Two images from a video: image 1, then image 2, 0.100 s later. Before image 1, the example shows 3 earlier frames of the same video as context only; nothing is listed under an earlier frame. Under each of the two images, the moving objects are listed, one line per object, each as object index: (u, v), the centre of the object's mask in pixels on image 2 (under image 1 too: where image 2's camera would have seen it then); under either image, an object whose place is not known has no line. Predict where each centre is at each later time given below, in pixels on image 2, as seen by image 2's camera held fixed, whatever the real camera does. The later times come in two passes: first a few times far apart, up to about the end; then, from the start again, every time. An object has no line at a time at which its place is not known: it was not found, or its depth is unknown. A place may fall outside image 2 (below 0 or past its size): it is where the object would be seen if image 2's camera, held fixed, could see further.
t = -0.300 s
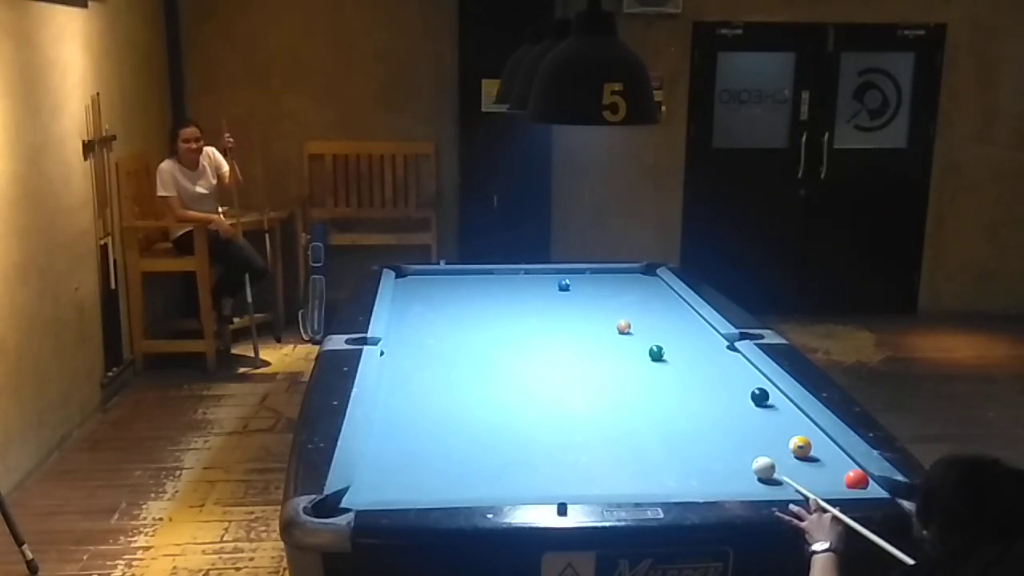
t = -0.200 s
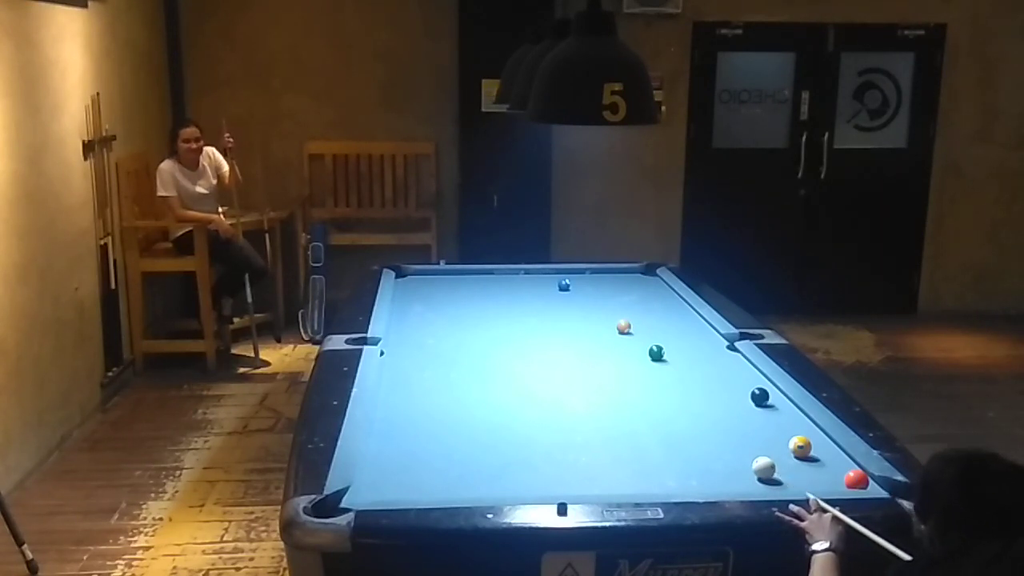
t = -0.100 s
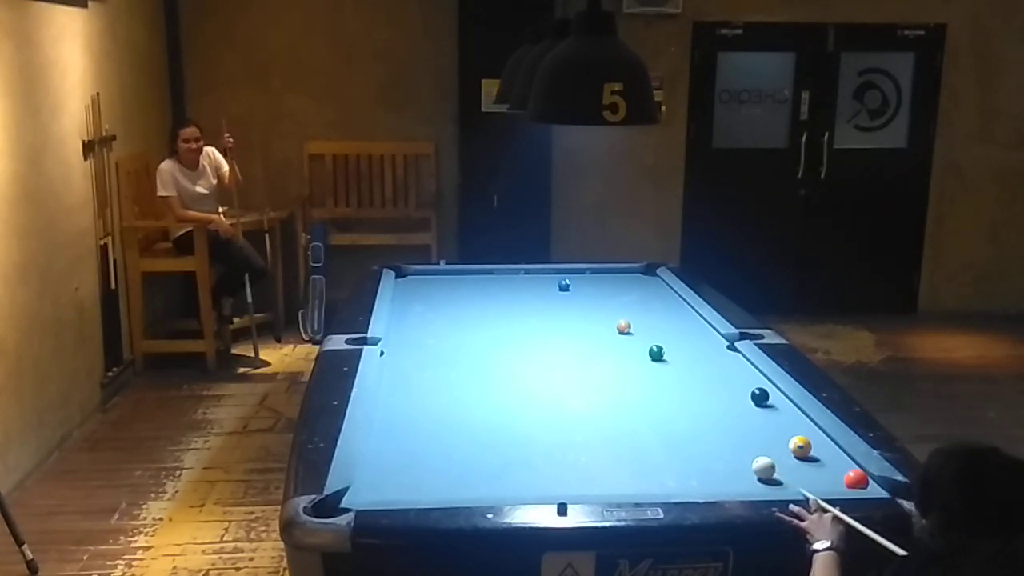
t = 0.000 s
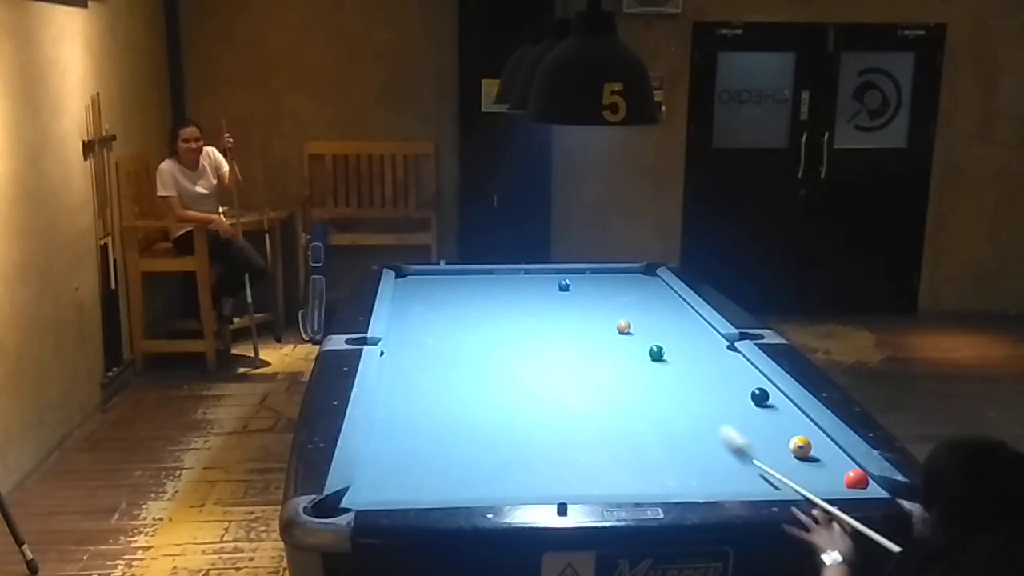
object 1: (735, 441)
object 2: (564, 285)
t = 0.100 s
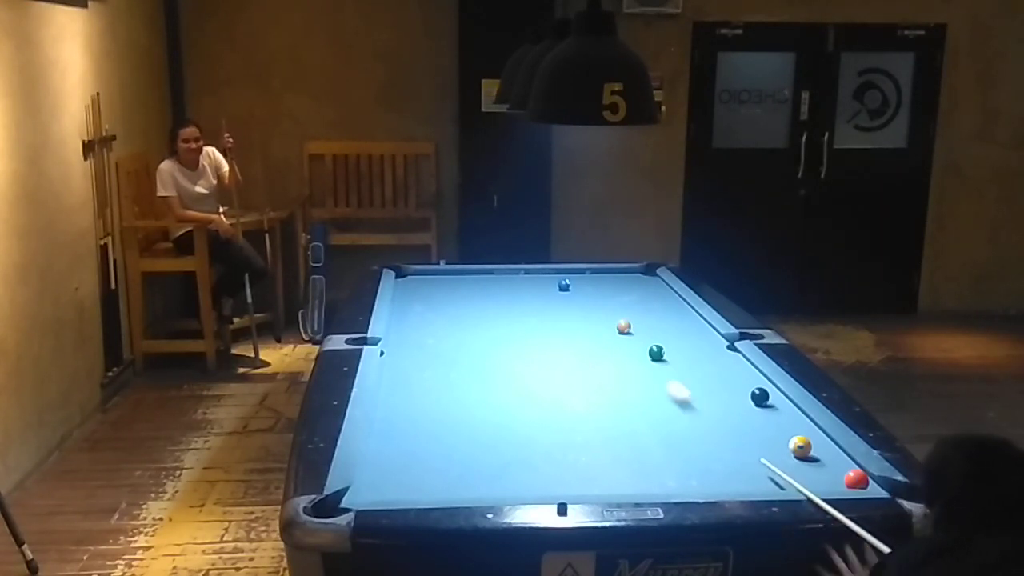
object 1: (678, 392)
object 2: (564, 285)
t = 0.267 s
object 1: (618, 341)
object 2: (564, 285)
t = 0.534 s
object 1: (556, 288)
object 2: (565, 284)
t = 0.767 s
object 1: (508, 279)
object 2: (589, 283)
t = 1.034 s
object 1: (474, 304)
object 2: (617, 279)
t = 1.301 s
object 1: (433, 333)
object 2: (642, 275)
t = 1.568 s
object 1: (388, 371)
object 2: (644, 273)
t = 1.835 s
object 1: (414, 406)
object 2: (630, 272)
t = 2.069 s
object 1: (441, 442)
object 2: (622, 272)
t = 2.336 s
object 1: (479, 490)
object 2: (616, 272)
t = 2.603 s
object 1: (538, 464)
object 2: (611, 272)
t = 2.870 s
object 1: (587, 436)
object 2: (608, 273)
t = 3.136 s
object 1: (628, 411)
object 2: (605, 273)
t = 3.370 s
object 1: (659, 394)
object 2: (604, 274)
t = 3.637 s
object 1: (689, 376)
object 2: (604, 273)
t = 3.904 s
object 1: (715, 361)
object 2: (604, 273)
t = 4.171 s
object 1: (722, 349)
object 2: (605, 273)
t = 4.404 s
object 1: (697, 342)
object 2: (605, 273)
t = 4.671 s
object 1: (671, 335)
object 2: (605, 273)
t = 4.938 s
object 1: (647, 329)
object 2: (605, 273)
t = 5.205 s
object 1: (634, 324)
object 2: (605, 273)
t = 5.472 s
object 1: (629, 320)
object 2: (605, 273)
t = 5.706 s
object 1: (625, 317)
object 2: (604, 273)
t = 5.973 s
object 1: (620, 313)
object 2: (605, 273)
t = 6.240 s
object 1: (617, 310)
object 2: (604, 272)
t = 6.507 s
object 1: (613, 308)
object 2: (604, 272)
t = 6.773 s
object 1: (611, 306)
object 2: (605, 272)
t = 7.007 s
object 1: (609, 304)
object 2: (604, 272)
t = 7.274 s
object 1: (607, 303)
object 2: (605, 272)
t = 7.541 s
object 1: (606, 302)
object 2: (604, 272)
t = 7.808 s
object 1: (605, 301)
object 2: (604, 272)
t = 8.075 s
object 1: (605, 301)
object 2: (604, 272)
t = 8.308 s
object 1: (605, 301)
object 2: (604, 272)
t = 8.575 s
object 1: (605, 301)
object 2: (605, 272)
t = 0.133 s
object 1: (664, 380)
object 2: (564, 285)
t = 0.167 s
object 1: (651, 369)
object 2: (564, 285)
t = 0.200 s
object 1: (638, 358)
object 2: (564, 285)
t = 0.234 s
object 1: (627, 348)
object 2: (564, 285)
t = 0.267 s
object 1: (618, 341)
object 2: (564, 285)
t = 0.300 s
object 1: (608, 332)
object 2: (564, 285)
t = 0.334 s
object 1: (599, 325)
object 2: (564, 285)
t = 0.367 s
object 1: (591, 318)
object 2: (564, 285)
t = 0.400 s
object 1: (584, 312)
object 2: (564, 285)
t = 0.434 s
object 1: (576, 305)
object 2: (564, 285)
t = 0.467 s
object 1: (569, 299)
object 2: (564, 285)
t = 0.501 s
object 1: (562, 293)
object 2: (565, 284)
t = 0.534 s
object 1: (556, 288)
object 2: (565, 284)
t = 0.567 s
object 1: (547, 283)
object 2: (567, 285)
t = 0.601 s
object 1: (537, 278)
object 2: (571, 284)
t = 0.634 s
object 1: (527, 274)
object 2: (575, 284)
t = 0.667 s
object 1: (519, 271)
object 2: (579, 284)
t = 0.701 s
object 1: (516, 273)
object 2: (582, 283)
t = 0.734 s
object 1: (512, 276)
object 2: (586, 283)
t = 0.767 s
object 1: (508, 279)
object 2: (589, 283)
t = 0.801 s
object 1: (504, 282)
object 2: (593, 282)
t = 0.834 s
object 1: (500, 285)
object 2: (597, 281)
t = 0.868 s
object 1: (496, 288)
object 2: (600, 280)
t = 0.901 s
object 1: (492, 291)
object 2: (603, 281)
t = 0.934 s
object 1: (488, 294)
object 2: (607, 280)
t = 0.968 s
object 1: (483, 297)
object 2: (610, 279)
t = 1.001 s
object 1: (479, 300)
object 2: (613, 279)
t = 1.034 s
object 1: (474, 304)
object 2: (617, 279)
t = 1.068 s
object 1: (469, 307)
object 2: (620, 278)
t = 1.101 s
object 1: (465, 310)
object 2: (623, 278)
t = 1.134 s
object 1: (460, 314)
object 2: (627, 277)
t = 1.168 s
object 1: (455, 318)
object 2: (630, 277)
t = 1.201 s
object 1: (449, 321)
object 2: (633, 276)
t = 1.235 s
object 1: (444, 325)
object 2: (636, 276)
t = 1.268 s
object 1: (438, 329)
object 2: (639, 275)
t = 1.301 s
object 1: (433, 333)
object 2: (642, 275)
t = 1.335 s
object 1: (427, 338)
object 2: (645, 275)
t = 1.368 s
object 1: (421, 342)
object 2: (647, 275)
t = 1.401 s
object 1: (414, 347)
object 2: (650, 274)
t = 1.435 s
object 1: (408, 351)
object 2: (650, 274)
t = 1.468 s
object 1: (401, 356)
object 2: (649, 273)
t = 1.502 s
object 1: (394, 361)
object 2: (647, 274)
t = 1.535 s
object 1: (387, 366)
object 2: (646, 273)
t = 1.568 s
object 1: (388, 371)
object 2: (644, 273)
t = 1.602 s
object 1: (392, 375)
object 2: (642, 273)
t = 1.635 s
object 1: (394, 379)
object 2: (640, 273)
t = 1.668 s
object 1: (398, 383)
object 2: (638, 273)
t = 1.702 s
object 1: (401, 388)
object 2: (636, 273)
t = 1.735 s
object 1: (404, 392)
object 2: (634, 273)
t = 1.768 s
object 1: (407, 396)
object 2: (633, 272)
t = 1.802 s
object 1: (411, 401)
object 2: (632, 272)
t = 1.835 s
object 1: (414, 406)
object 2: (630, 272)
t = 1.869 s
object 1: (418, 411)
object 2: (628, 272)
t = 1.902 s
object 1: (421, 415)
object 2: (627, 272)
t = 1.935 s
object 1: (425, 421)
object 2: (625, 272)
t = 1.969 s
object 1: (429, 426)
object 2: (624, 272)
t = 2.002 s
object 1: (433, 431)
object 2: (623, 272)
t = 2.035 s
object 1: (437, 437)
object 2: (622, 273)
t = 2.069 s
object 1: (441, 442)
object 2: (622, 272)
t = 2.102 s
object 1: (446, 449)
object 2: (621, 272)
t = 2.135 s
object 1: (450, 455)
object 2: (621, 272)
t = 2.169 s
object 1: (454, 461)
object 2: (620, 272)
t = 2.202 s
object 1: (459, 467)
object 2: (619, 271)
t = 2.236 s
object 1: (464, 474)
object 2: (618, 272)
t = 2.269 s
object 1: (469, 480)
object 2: (618, 271)
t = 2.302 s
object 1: (474, 486)
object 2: (617, 272)
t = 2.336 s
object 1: (479, 490)
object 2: (616, 272)
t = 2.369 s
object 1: (488, 490)
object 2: (615, 272)
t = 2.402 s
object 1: (495, 487)
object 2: (615, 272)
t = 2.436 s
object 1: (503, 484)
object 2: (614, 272)
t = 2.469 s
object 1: (510, 481)
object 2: (614, 272)
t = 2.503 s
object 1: (517, 476)
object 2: (613, 272)
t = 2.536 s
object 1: (524, 472)
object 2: (612, 272)
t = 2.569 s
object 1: (531, 468)
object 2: (611, 272)
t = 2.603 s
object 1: (538, 464)
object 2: (611, 272)
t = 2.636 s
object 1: (545, 460)
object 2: (610, 272)
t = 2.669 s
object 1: (551, 457)
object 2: (610, 272)
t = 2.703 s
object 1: (557, 453)
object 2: (609, 273)
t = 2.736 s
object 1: (564, 449)
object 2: (609, 272)
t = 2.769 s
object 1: (570, 446)
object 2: (608, 273)
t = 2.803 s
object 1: (575, 442)
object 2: (608, 273)
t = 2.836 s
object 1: (581, 439)
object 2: (608, 273)
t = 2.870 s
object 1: (587, 436)
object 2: (608, 273)
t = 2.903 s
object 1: (593, 432)
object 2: (607, 273)
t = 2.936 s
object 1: (598, 429)
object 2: (606, 273)
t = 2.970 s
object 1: (603, 426)
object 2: (606, 273)
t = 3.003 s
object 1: (608, 423)
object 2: (606, 273)
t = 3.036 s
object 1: (613, 421)
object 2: (606, 273)
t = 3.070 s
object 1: (618, 418)
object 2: (606, 273)
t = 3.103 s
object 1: (623, 415)
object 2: (605, 273)
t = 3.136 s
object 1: (628, 411)
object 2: (605, 273)
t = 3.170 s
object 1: (633, 409)
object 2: (605, 273)
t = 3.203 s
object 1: (637, 406)
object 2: (605, 274)
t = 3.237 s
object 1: (642, 403)
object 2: (605, 273)
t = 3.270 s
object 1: (646, 401)
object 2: (605, 274)
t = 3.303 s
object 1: (650, 398)
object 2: (605, 274)
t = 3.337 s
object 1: (654, 396)
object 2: (604, 274)
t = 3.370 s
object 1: (659, 394)
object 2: (604, 274)
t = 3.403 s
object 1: (663, 391)
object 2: (604, 273)
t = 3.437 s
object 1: (667, 389)
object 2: (604, 273)
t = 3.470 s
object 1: (670, 387)
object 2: (604, 273)
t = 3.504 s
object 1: (674, 385)
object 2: (604, 273)
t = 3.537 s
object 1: (678, 382)
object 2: (604, 273)
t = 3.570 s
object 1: (682, 380)
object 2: (604, 274)
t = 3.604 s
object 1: (685, 378)
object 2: (604, 273)
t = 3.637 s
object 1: (689, 376)
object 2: (604, 273)
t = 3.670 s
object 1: (692, 374)
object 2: (605, 273)
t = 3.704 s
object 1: (696, 372)
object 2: (604, 273)
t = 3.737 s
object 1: (699, 370)
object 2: (604, 273)
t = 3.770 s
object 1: (702, 368)
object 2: (604, 273)
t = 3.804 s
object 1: (706, 366)
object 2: (605, 273)
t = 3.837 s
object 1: (709, 364)
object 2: (604, 273)
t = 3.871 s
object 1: (712, 362)
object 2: (605, 273)
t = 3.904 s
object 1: (715, 361)
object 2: (604, 273)
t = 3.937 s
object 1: (718, 359)
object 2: (604, 273)
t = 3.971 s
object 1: (722, 357)
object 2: (605, 273)
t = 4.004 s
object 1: (725, 355)
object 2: (605, 273)
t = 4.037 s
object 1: (728, 354)
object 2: (604, 273)
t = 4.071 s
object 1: (731, 352)
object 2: (605, 273)
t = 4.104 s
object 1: (730, 351)
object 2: (604, 273)
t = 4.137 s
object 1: (726, 350)
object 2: (605, 273)
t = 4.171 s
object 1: (722, 349)
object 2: (605, 273)
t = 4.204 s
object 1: (719, 348)
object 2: (605, 273)
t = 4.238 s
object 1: (715, 347)
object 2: (605, 273)
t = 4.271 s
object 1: (711, 346)
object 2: (604, 273)
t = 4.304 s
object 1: (707, 345)
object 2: (605, 273)
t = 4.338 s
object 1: (704, 344)
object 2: (605, 273)
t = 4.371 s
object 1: (700, 343)
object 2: (605, 273)
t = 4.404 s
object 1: (697, 342)
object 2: (605, 273)
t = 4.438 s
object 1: (693, 341)
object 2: (604, 273)
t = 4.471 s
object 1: (690, 340)
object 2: (604, 273)
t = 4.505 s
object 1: (687, 339)
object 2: (605, 273)
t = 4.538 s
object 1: (683, 339)
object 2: (605, 273)
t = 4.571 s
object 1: (681, 338)
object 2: (605, 273)
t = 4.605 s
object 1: (677, 337)
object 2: (604, 273)
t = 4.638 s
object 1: (674, 336)
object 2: (604, 273)
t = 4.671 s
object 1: (671, 335)
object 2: (605, 273)
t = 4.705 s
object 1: (668, 334)
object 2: (604, 273)
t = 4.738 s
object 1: (665, 334)
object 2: (605, 273)
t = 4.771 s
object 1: (662, 333)
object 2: (604, 273)
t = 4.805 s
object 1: (659, 332)
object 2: (604, 273)
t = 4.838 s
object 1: (657, 331)
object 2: (604, 273)
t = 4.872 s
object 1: (653, 330)
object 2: (605, 273)
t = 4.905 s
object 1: (650, 330)
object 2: (605, 273)
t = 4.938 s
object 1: (647, 329)
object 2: (605, 273)
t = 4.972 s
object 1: (645, 328)
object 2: (604, 273)
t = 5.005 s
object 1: (642, 328)
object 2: (605, 273)
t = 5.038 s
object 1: (640, 327)
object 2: (605, 273)
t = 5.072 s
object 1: (637, 326)
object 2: (604, 273)
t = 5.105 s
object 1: (637, 326)
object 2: (605, 273)
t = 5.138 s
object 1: (636, 325)
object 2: (604, 273)
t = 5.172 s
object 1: (636, 325)
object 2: (604, 273)
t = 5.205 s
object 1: (634, 324)
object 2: (605, 273)
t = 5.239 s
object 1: (634, 323)
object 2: (604, 273)
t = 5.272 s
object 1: (633, 323)
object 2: (605, 273)
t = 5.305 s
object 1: (632, 322)
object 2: (604, 273)
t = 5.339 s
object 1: (632, 322)
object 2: (604, 273)
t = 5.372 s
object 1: (631, 321)
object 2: (604, 273)
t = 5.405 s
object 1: (630, 321)
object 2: (605, 273)
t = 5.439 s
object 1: (630, 320)
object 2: (604, 273)
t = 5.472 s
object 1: (629, 320)
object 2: (605, 273)
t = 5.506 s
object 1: (628, 319)
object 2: (604, 273)
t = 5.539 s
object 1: (628, 319)
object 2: (604, 273)
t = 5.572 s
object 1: (627, 318)
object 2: (604, 273)
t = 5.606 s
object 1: (626, 318)
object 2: (605, 273)
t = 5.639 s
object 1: (625, 317)
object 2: (604, 273)
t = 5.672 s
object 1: (625, 317)
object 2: (605, 273)
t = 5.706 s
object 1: (625, 317)
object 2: (604, 273)
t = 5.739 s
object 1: (624, 316)
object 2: (605, 273)
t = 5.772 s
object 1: (623, 316)
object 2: (604, 273)
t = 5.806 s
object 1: (623, 315)
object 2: (604, 273)
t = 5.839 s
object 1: (622, 315)
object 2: (604, 273)
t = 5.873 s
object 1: (622, 314)
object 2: (604, 273)
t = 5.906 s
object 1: (622, 314)
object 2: (605, 273)
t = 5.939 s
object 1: (621, 314)
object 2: (605, 273)
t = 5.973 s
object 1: (620, 313)
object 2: (605, 273)
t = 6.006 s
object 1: (620, 313)
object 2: (604, 273)
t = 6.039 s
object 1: (619, 312)
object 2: (604, 273)
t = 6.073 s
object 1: (619, 312)
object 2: (605, 273)
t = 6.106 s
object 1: (618, 312)
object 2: (605, 273)
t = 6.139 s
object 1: (618, 311)
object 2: (604, 272)
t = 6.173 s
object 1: (617, 311)
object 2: (604, 272)
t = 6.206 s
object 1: (617, 311)
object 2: (604, 272)
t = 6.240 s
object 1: (617, 310)
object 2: (604, 272)
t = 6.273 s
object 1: (616, 310)
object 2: (604, 272)
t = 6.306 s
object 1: (616, 310)
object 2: (604, 272)
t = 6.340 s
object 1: (615, 309)
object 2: (604, 272)
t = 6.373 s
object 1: (615, 309)
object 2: (604, 272)
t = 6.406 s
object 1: (615, 309)
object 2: (604, 272)
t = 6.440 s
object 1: (614, 309)
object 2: (604, 272)
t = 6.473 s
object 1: (614, 308)
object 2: (604, 272)
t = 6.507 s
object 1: (613, 308)
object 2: (604, 272)
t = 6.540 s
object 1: (613, 308)
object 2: (604, 272)
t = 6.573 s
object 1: (613, 307)
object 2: (604, 272)
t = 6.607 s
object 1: (612, 307)
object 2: (604, 272)
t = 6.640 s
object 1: (612, 307)
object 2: (604, 272)
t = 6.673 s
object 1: (612, 306)
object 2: (604, 272)
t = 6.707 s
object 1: (611, 306)
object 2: (604, 272)
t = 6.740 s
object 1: (611, 306)
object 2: (604, 272)
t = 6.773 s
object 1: (611, 306)
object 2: (605, 272)
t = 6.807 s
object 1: (610, 305)
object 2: (604, 272)
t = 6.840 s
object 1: (610, 305)
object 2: (604, 272)
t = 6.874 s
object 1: (610, 305)
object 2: (604, 272)
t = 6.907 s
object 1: (610, 305)
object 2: (604, 272)
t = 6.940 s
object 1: (609, 305)
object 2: (604, 272)
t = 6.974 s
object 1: (609, 304)
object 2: (604, 272)
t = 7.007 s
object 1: (609, 304)
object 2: (604, 272)
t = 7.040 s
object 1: (608, 304)
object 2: (604, 272)
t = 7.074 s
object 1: (608, 304)
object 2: (605, 272)
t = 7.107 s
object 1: (608, 304)
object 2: (605, 272)
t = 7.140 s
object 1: (608, 304)
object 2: (604, 272)
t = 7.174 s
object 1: (608, 303)
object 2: (604, 272)
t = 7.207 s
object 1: (607, 303)
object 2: (604, 272)
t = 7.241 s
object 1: (607, 303)
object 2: (604, 272)
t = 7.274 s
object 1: (607, 303)
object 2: (605, 272)
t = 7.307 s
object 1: (607, 303)
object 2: (605, 272)
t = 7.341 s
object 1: (607, 303)
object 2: (605, 272)
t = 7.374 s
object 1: (606, 302)
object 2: (604, 272)
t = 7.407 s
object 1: (606, 302)
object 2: (604, 272)
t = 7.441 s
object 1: (606, 302)
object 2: (604, 272)
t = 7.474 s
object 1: (606, 302)
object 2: (604, 272)
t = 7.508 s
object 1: (606, 302)
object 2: (604, 272)
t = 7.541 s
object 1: (606, 302)
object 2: (604, 272)
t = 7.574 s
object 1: (606, 302)
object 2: (604, 272)
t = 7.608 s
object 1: (606, 302)
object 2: (604, 272)
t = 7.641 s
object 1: (606, 302)
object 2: (604, 272)
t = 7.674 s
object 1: (605, 302)
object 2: (604, 272)
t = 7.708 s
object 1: (605, 301)
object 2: (604, 272)
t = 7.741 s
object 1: (605, 301)
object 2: (604, 272)
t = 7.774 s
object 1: (605, 301)
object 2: (604, 272)
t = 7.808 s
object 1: (605, 301)
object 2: (604, 272)
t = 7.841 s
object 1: (605, 301)
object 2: (604, 272)
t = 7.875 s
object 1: (605, 301)
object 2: (604, 272)
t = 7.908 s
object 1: (605, 301)
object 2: (604, 272)
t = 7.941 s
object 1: (605, 301)
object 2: (604, 272)
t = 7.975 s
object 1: (605, 301)
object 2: (604, 272)
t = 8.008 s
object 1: (605, 301)
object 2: (604, 272)
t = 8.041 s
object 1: (605, 301)
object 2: (604, 272)
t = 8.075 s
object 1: (605, 301)
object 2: (604, 272)
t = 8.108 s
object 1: (605, 301)
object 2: (604, 272)
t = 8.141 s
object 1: (605, 301)
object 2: (604, 272)
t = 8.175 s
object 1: (605, 301)
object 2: (604, 272)
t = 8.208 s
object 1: (605, 301)
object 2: (604, 272)
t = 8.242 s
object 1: (605, 301)
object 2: (604, 272)
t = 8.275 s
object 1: (605, 301)
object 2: (604, 272)
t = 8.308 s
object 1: (605, 301)
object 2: (604, 272)
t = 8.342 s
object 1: (605, 301)
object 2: (604, 272)
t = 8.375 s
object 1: (605, 301)
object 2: (604, 272)
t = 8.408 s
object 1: (605, 301)
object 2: (604, 272)
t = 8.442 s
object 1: (605, 301)
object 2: (604, 272)
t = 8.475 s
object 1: (605, 301)
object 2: (604, 272)
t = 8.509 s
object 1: (605, 301)
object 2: (604, 272)
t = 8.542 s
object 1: (605, 301)
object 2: (604, 272)
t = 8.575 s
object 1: (605, 301)
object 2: (605, 272)
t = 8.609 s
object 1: (605, 301)
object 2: (605, 272)
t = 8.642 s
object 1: (605, 301)
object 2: (605, 272)
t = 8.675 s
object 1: (605, 301)
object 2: (605, 272)
